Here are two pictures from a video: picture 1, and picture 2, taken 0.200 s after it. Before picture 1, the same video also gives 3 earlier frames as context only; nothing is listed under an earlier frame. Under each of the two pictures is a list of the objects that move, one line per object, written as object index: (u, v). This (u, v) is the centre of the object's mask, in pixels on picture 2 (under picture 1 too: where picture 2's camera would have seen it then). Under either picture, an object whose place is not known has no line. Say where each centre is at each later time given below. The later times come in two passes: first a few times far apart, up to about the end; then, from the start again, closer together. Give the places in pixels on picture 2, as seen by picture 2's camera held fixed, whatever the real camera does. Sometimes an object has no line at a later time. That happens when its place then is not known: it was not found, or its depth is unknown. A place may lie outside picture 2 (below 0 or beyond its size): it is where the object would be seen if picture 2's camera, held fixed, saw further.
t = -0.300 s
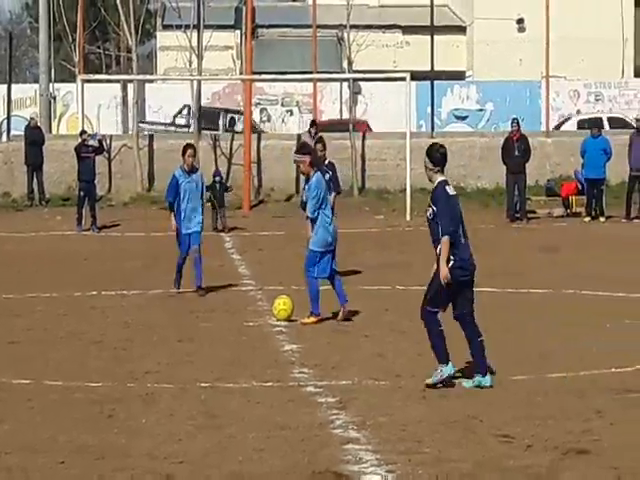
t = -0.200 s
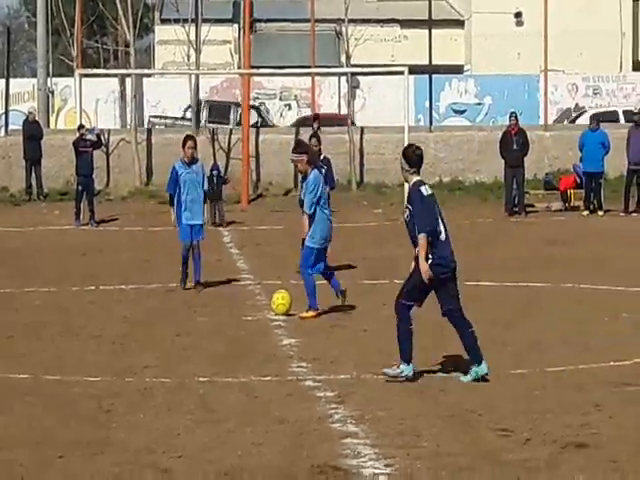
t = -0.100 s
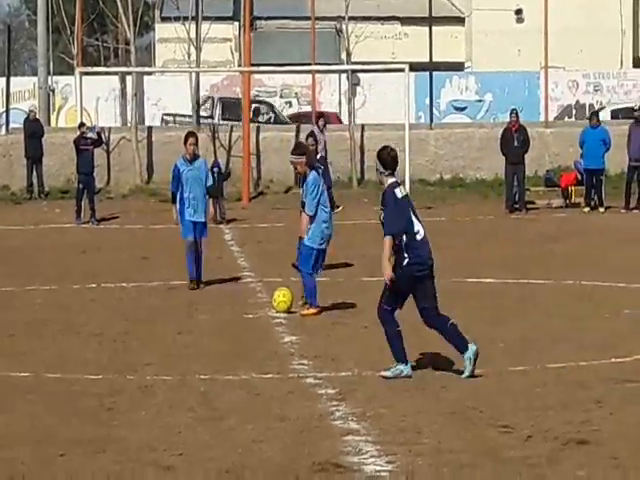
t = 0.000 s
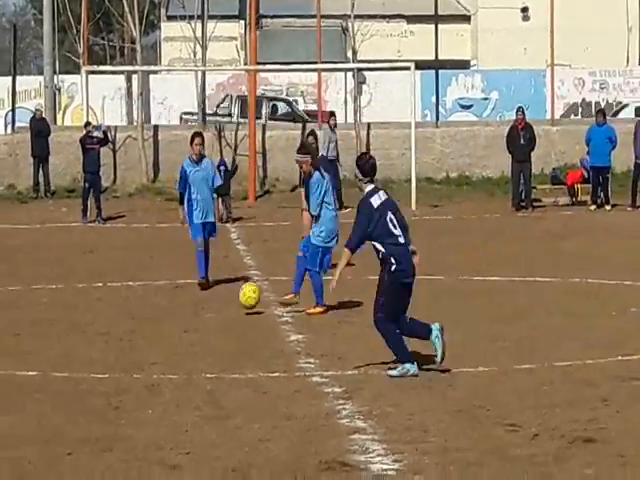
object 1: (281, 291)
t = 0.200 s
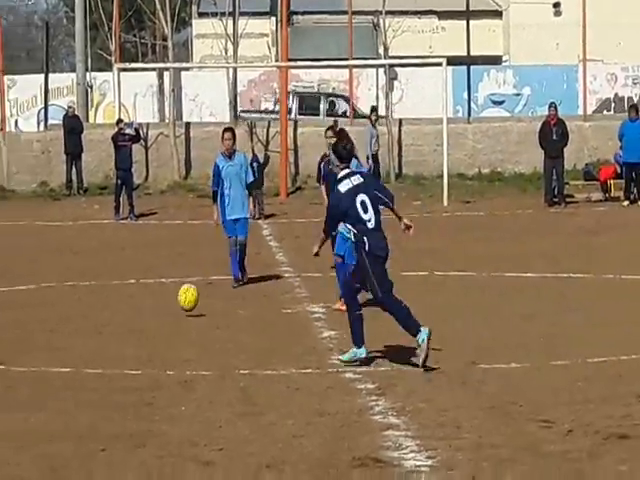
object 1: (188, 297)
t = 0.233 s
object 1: (175, 297)
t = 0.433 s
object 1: (106, 300)
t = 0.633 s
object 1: (52, 313)
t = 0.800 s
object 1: (6, 317)
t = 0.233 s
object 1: (175, 297)
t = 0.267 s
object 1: (162, 297)
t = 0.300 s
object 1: (149, 300)
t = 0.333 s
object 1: (136, 304)
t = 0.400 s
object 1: (115, 303)
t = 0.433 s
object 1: (106, 300)
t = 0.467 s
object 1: (97, 299)
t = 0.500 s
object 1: (88, 299)
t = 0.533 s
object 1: (79, 301)
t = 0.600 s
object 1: (61, 309)
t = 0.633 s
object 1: (52, 313)
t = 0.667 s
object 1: (42, 312)
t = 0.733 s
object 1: (24, 313)
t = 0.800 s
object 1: (6, 317)
